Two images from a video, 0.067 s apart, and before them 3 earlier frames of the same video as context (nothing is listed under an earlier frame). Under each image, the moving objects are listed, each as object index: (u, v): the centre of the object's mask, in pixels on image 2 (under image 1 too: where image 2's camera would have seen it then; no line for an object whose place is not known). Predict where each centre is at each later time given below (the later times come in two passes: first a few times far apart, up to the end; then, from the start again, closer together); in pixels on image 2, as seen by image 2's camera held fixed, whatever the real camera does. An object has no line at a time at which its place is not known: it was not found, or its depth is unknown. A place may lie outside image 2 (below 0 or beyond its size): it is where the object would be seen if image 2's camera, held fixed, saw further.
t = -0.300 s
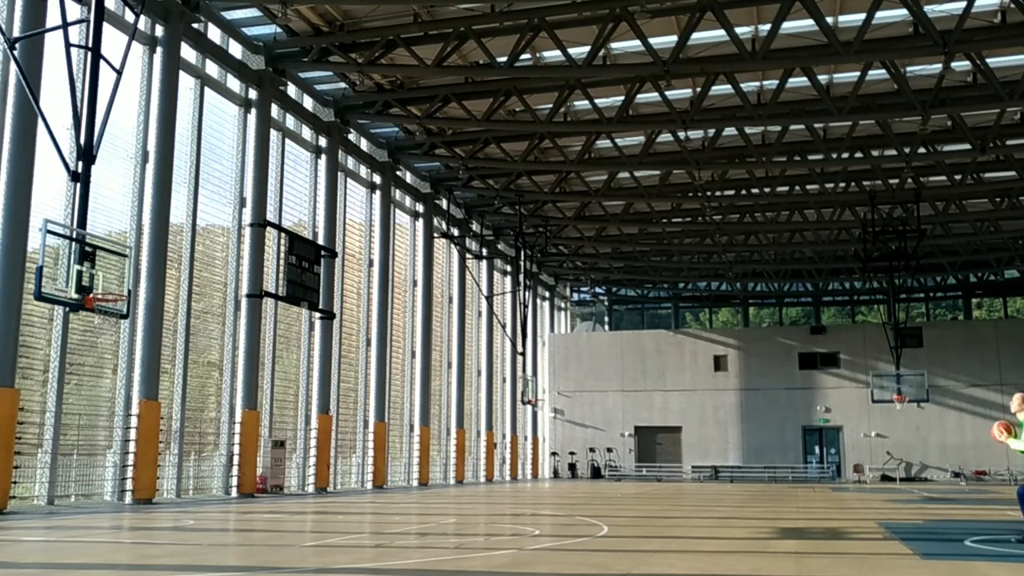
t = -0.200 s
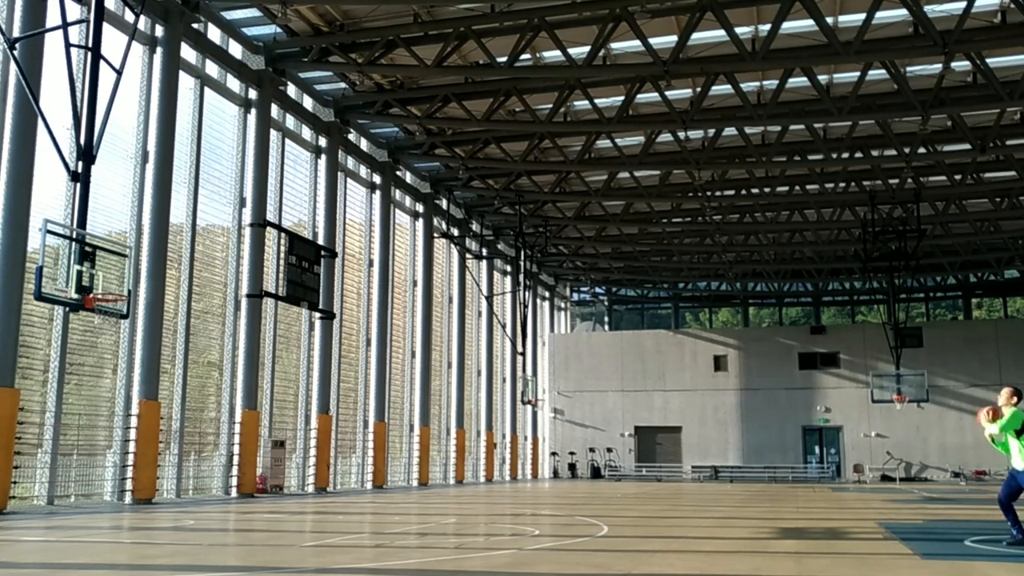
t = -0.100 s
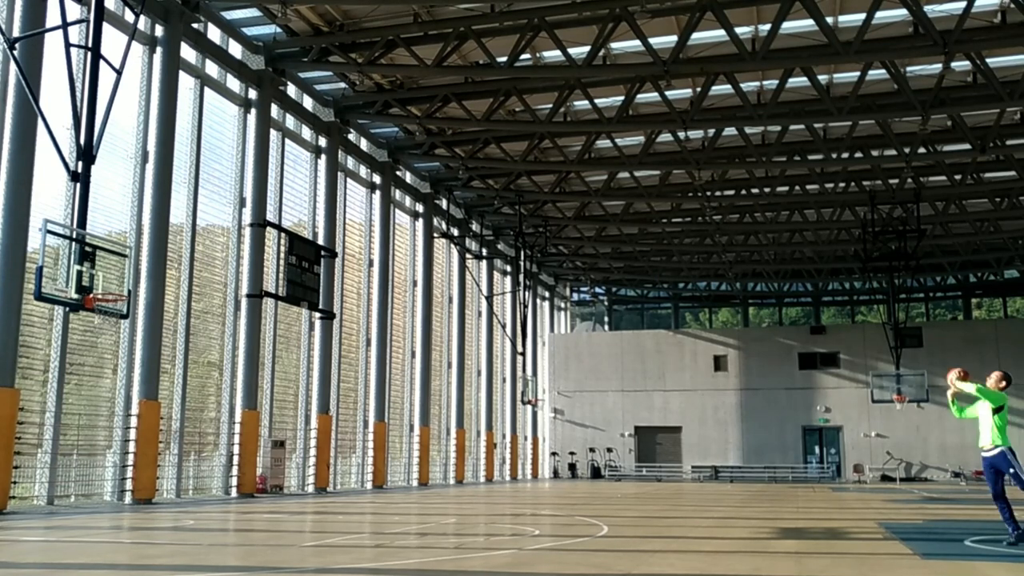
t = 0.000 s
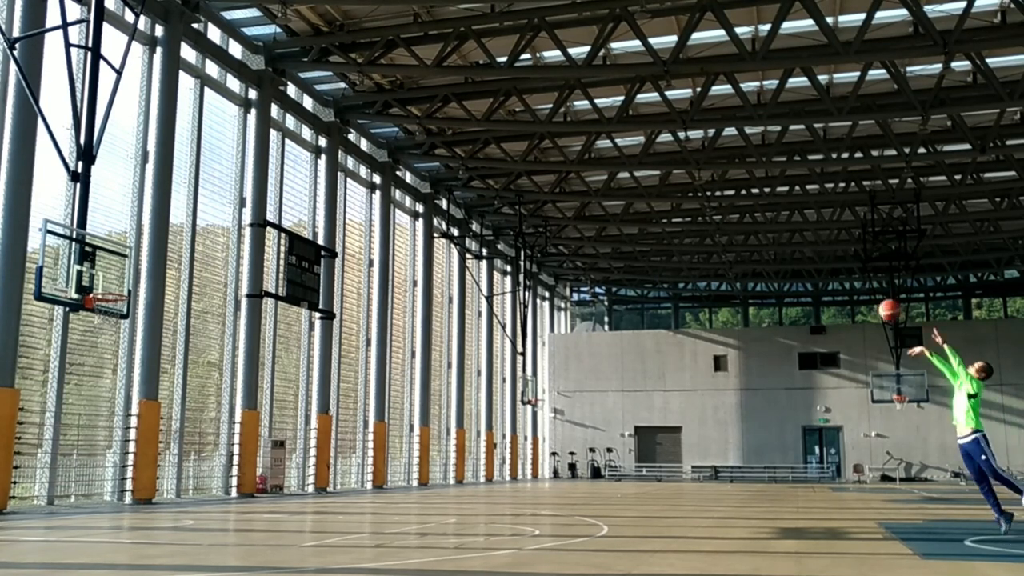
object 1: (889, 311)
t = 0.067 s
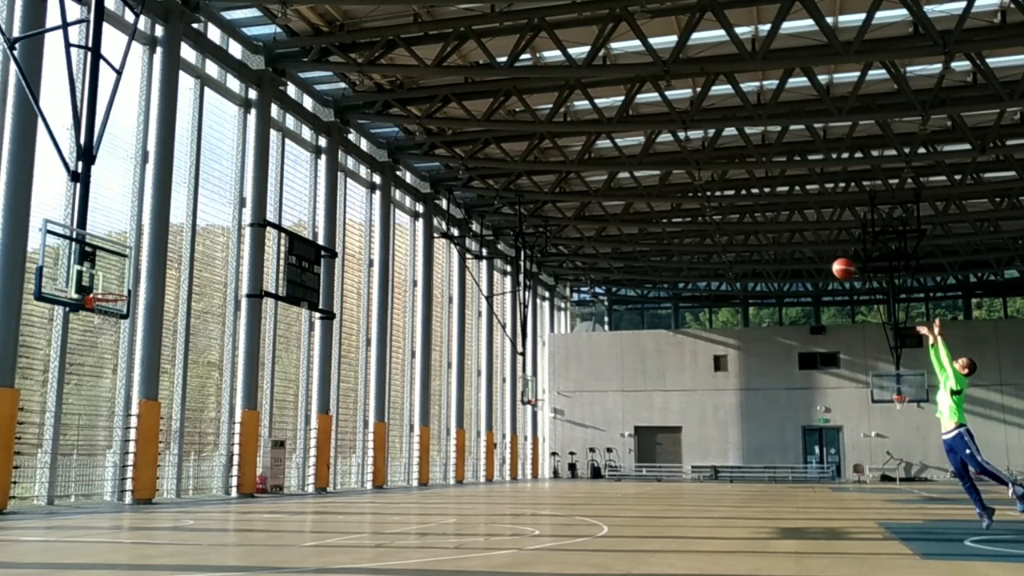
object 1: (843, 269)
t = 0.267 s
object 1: (714, 174)
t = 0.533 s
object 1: (560, 111)
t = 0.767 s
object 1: (438, 100)
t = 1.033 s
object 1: (309, 135)
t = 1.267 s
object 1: (201, 205)
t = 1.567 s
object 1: (95, 305)
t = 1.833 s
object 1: (111, 321)
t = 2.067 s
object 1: (116, 380)
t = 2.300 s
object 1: (118, 483)
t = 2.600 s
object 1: (126, 430)
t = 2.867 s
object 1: (129, 384)
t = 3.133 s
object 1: (129, 389)
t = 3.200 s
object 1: (127, 398)
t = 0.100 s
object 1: (820, 250)
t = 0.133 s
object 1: (798, 232)
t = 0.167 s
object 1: (776, 216)
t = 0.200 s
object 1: (755, 201)
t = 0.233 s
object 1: (734, 187)
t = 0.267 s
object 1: (714, 174)
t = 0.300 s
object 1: (693, 162)
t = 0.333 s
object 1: (673, 152)
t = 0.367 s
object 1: (653, 143)
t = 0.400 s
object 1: (634, 135)
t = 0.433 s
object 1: (615, 127)
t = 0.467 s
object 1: (596, 121)
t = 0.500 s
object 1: (577, 115)
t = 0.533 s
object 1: (560, 111)
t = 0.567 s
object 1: (542, 107)
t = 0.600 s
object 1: (523, 104)
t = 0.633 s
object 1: (506, 102)
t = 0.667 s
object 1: (488, 100)
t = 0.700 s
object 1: (471, 99)
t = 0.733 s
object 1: (454, 99)
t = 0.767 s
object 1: (438, 100)
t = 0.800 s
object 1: (421, 103)
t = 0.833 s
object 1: (405, 104)
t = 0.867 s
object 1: (387, 107)
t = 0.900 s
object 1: (372, 112)
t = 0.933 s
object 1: (356, 117)
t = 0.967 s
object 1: (340, 123)
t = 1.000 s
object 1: (325, 129)
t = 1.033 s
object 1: (309, 135)
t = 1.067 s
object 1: (293, 143)
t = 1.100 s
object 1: (278, 152)
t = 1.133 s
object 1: (262, 161)
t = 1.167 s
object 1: (248, 171)
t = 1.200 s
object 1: (233, 182)
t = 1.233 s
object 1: (218, 193)
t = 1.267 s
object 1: (201, 205)
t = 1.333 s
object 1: (172, 232)
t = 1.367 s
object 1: (157, 246)
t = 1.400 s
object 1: (143, 261)
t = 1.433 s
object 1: (128, 277)
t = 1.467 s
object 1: (114, 289)
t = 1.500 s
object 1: (105, 302)
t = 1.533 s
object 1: (98, 309)
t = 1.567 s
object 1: (95, 305)
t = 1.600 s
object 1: (97, 303)
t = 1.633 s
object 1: (101, 300)
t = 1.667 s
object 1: (106, 305)
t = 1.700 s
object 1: (106, 305)
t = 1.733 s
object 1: (108, 307)
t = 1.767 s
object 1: (108, 310)
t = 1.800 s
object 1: (109, 315)
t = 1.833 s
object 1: (111, 321)
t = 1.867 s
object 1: (111, 326)
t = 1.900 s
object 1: (112, 334)
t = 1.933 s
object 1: (113, 341)
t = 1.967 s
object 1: (114, 350)
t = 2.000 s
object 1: (115, 360)
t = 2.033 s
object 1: (115, 370)
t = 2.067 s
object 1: (116, 380)
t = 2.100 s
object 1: (117, 393)
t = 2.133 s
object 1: (117, 405)
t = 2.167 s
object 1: (117, 419)
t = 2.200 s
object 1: (117, 434)
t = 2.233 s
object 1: (117, 449)
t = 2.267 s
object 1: (118, 466)
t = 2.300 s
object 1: (118, 483)
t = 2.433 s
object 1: (121, 487)
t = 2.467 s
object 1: (122, 474)
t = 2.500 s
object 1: (123, 461)
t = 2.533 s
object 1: (124, 450)
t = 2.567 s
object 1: (125, 440)
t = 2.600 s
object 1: (126, 430)
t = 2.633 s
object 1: (127, 421)
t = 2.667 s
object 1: (128, 414)
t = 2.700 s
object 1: (128, 407)
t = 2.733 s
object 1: (128, 401)
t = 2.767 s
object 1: (129, 395)
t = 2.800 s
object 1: (129, 391)
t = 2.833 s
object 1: (129, 387)
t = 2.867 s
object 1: (129, 384)
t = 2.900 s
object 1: (130, 382)
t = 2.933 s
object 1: (129, 381)
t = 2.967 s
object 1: (129, 380)
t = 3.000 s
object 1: (130, 380)
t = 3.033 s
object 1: (130, 381)
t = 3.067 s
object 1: (129, 383)
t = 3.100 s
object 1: (129, 385)
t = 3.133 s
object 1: (129, 389)
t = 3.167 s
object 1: (128, 393)
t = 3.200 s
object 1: (127, 398)
